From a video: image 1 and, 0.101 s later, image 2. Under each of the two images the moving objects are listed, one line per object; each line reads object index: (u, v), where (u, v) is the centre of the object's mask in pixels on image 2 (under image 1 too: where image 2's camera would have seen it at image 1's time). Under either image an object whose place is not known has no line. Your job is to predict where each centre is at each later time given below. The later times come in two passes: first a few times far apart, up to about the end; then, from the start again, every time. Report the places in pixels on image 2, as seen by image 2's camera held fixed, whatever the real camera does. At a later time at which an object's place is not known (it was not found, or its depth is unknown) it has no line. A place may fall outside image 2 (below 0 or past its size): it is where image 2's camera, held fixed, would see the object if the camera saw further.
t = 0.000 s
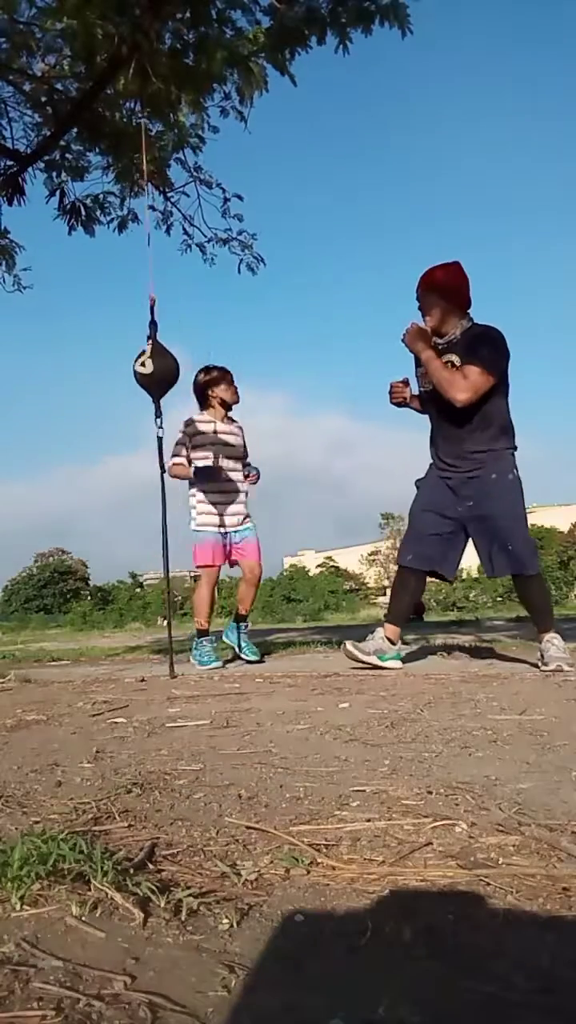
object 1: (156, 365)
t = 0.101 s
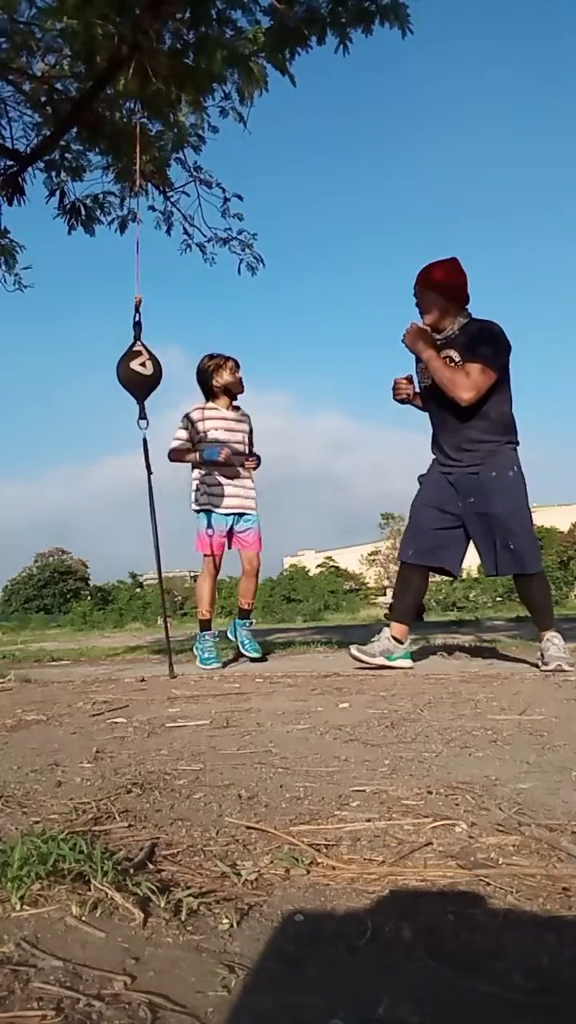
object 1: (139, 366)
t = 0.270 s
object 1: (171, 364)
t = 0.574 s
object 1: (165, 365)
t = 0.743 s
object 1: (153, 364)
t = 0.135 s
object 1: (144, 366)
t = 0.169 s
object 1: (152, 366)
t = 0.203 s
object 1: (161, 366)
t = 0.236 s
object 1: (168, 365)
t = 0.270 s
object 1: (171, 364)
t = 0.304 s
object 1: (169, 364)
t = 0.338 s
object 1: (162, 364)
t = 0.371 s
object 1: (153, 365)
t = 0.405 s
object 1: (145, 365)
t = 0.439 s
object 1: (140, 364)
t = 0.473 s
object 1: (141, 365)
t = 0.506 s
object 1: (147, 366)
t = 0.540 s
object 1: (156, 366)
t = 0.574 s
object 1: (165, 365)
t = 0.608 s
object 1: (171, 365)
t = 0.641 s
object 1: (173, 364)
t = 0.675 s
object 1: (169, 364)
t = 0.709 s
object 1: (162, 364)
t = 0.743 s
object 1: (153, 364)
